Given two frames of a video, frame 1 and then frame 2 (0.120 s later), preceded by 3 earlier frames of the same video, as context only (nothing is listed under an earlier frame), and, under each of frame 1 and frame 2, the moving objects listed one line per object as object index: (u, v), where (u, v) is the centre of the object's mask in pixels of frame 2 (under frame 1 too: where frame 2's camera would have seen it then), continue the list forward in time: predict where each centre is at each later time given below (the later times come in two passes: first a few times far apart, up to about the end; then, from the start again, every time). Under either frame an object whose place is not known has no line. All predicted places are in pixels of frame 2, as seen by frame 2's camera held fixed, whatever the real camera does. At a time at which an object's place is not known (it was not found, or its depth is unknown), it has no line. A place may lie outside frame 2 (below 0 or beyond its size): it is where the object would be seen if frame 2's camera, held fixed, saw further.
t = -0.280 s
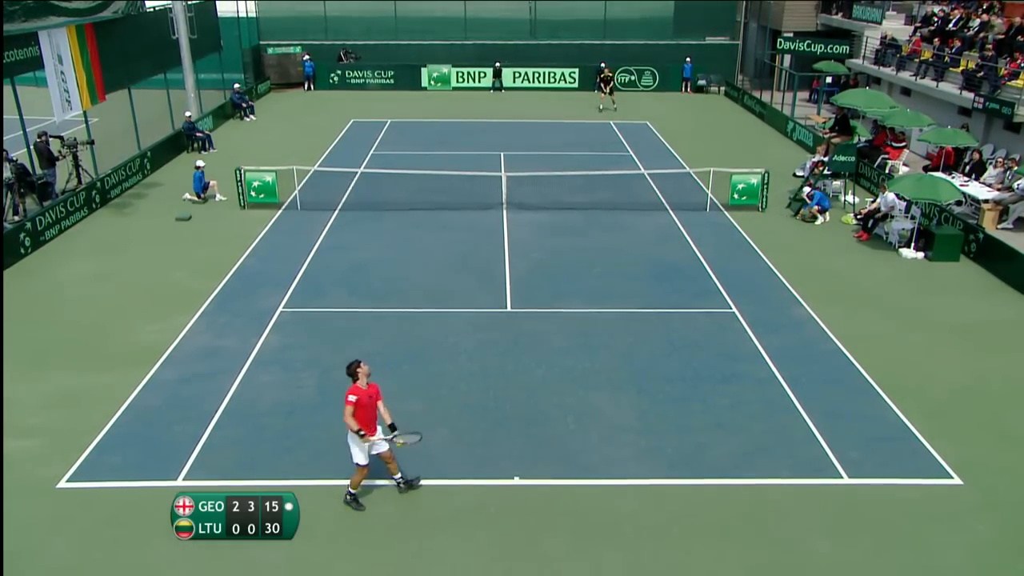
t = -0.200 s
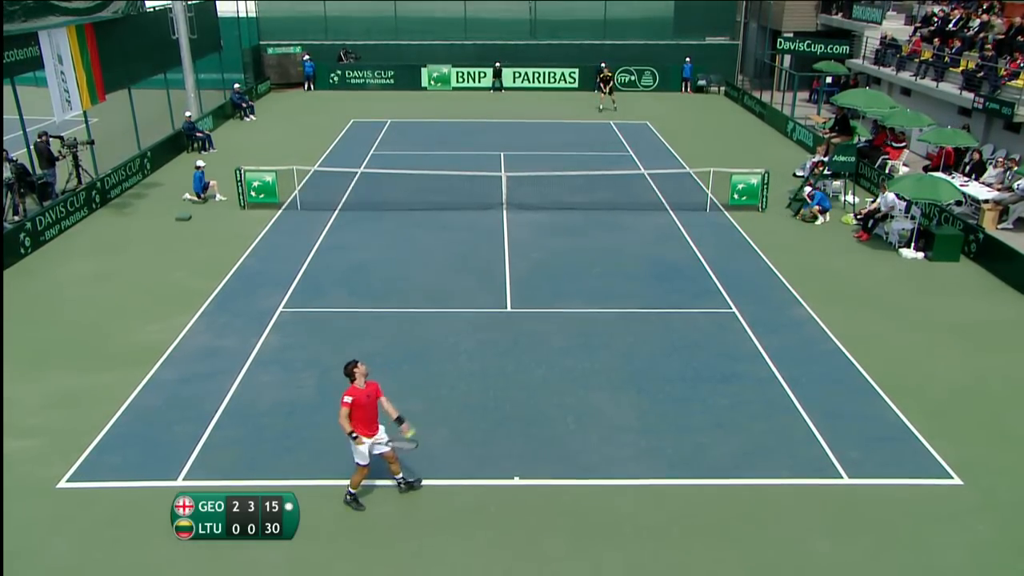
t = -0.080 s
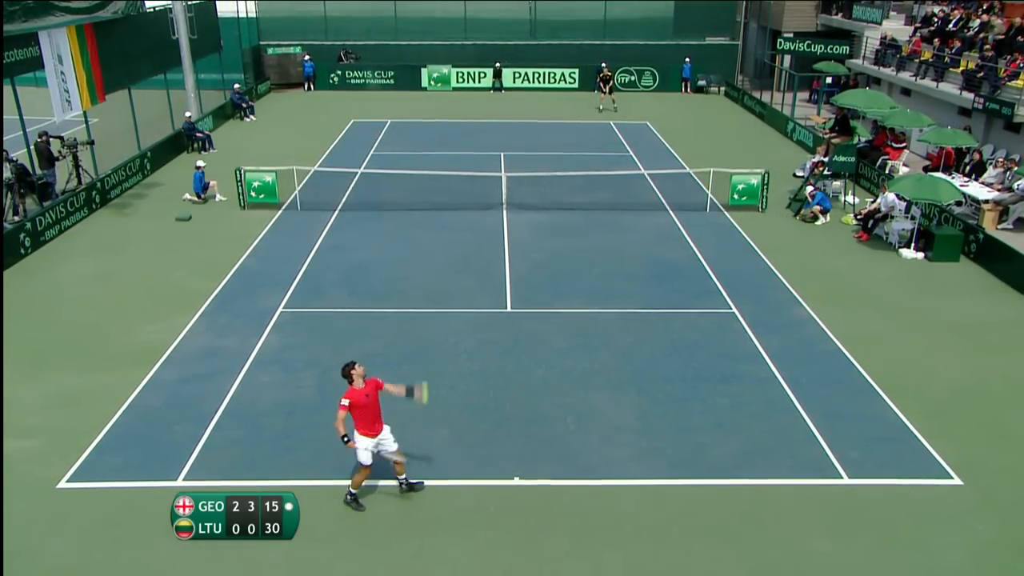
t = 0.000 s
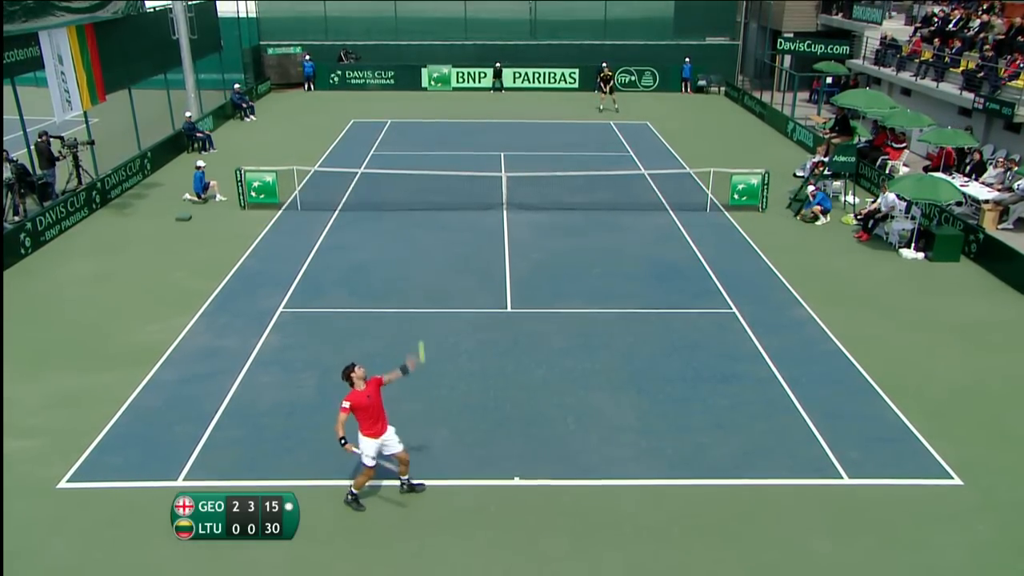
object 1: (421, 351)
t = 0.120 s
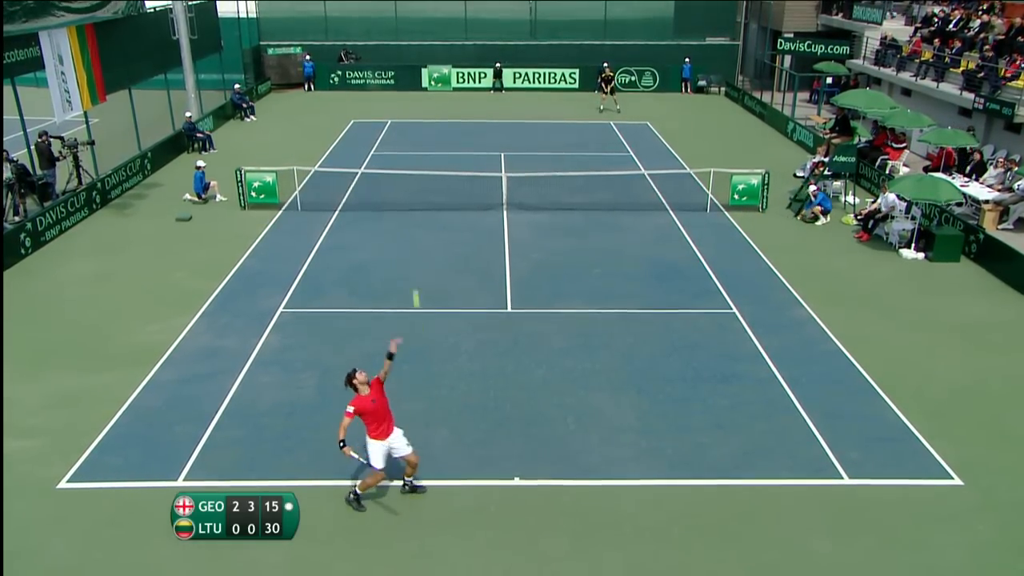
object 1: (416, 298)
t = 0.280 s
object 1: (409, 247)
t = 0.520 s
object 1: (400, 212)
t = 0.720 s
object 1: (395, 221)
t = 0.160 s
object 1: (414, 284)
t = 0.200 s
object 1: (413, 270)
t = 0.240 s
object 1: (411, 257)
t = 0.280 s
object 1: (409, 247)
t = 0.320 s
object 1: (408, 237)
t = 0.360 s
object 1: (406, 229)
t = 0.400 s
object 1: (404, 223)
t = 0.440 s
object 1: (403, 218)
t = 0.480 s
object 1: (402, 214)
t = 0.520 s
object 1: (400, 212)
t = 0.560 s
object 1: (399, 211)
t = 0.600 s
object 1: (398, 211)
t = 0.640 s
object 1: (397, 213)
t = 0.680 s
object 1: (396, 217)
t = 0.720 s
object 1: (395, 221)
